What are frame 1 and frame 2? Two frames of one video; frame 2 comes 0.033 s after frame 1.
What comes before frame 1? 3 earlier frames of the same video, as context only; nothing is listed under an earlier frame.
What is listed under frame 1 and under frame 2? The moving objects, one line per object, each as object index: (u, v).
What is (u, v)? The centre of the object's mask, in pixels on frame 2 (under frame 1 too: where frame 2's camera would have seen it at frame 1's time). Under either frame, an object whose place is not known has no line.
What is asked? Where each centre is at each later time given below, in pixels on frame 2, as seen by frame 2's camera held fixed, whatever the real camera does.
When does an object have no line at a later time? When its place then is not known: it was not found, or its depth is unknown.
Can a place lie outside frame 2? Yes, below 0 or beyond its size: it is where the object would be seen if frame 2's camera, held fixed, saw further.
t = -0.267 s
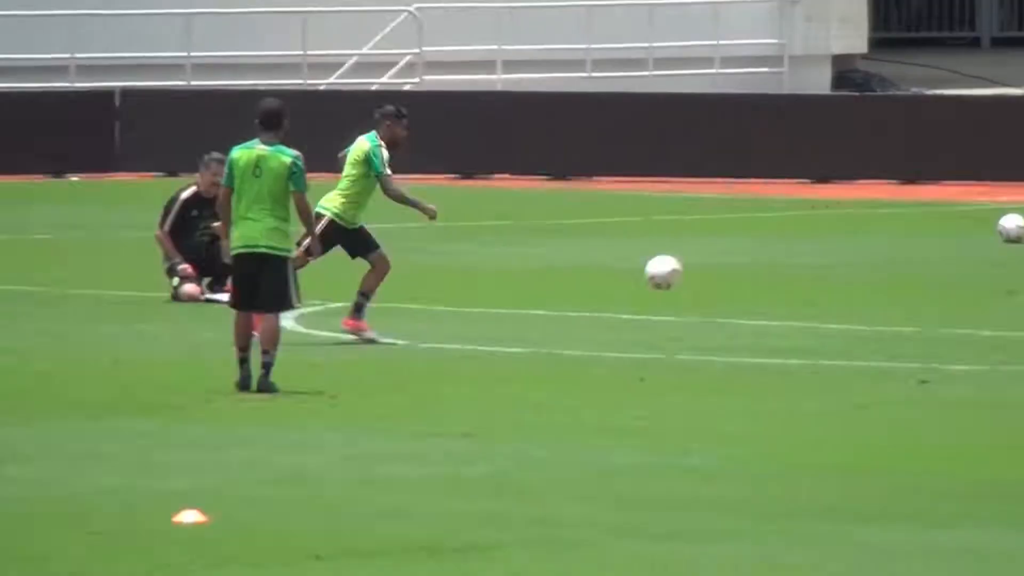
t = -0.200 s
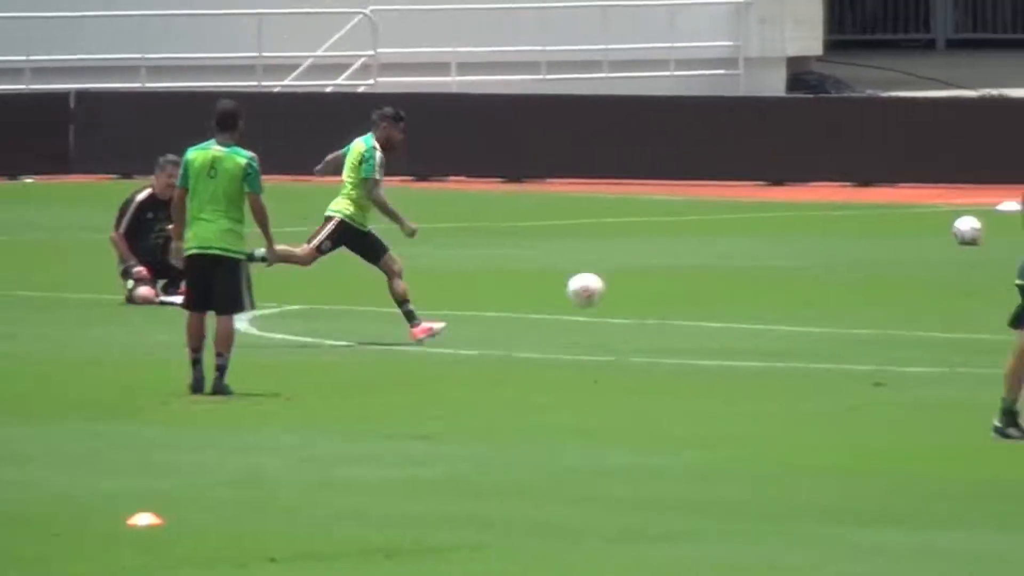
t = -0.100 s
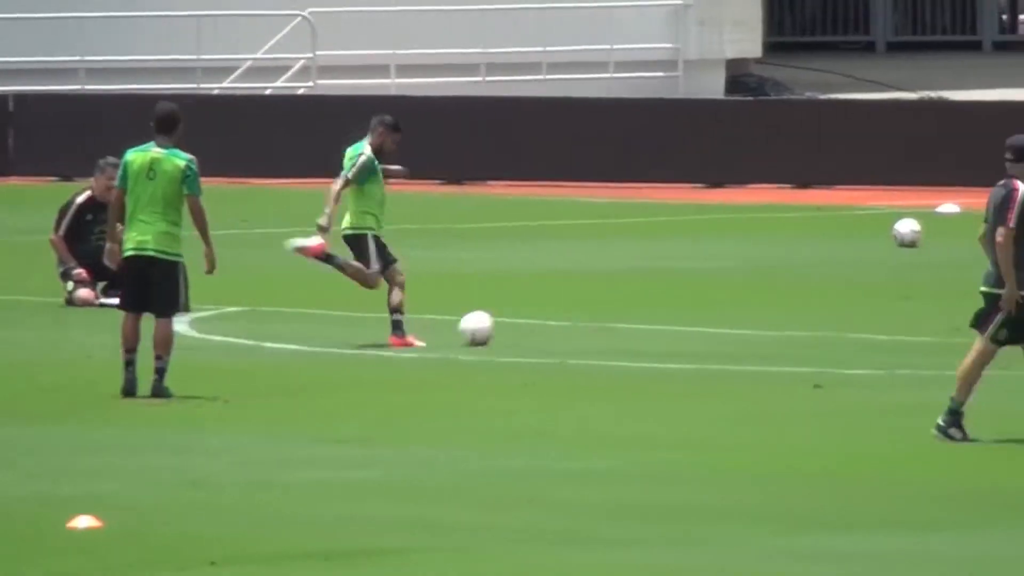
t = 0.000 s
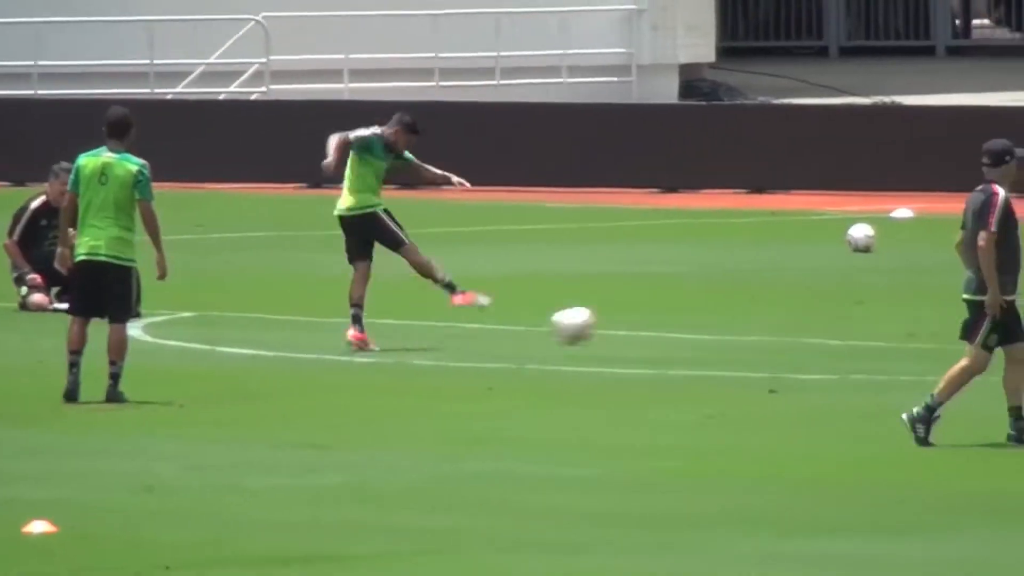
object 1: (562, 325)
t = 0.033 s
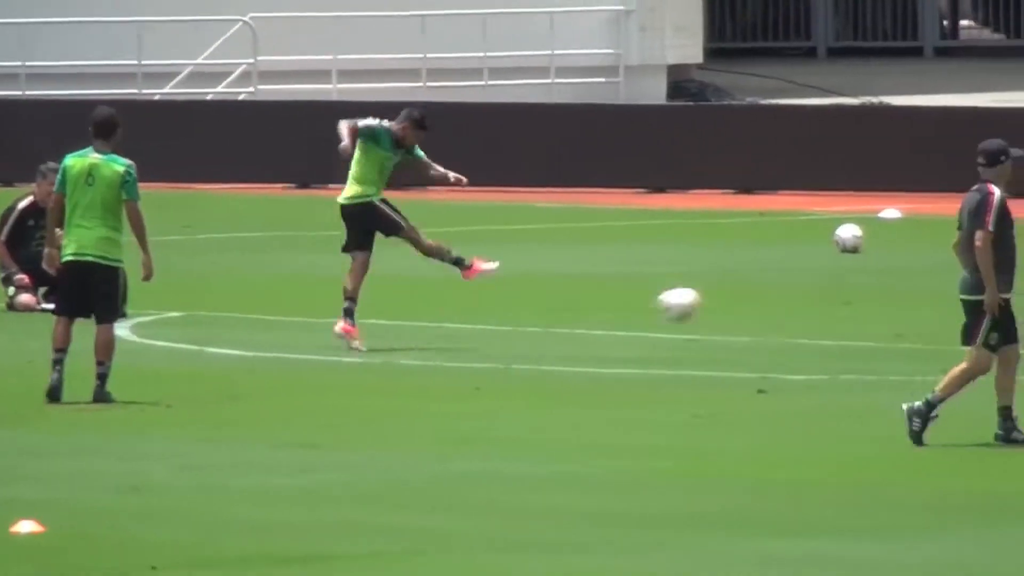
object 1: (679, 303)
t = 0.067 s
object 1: (792, 287)
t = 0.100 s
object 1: (904, 272)
